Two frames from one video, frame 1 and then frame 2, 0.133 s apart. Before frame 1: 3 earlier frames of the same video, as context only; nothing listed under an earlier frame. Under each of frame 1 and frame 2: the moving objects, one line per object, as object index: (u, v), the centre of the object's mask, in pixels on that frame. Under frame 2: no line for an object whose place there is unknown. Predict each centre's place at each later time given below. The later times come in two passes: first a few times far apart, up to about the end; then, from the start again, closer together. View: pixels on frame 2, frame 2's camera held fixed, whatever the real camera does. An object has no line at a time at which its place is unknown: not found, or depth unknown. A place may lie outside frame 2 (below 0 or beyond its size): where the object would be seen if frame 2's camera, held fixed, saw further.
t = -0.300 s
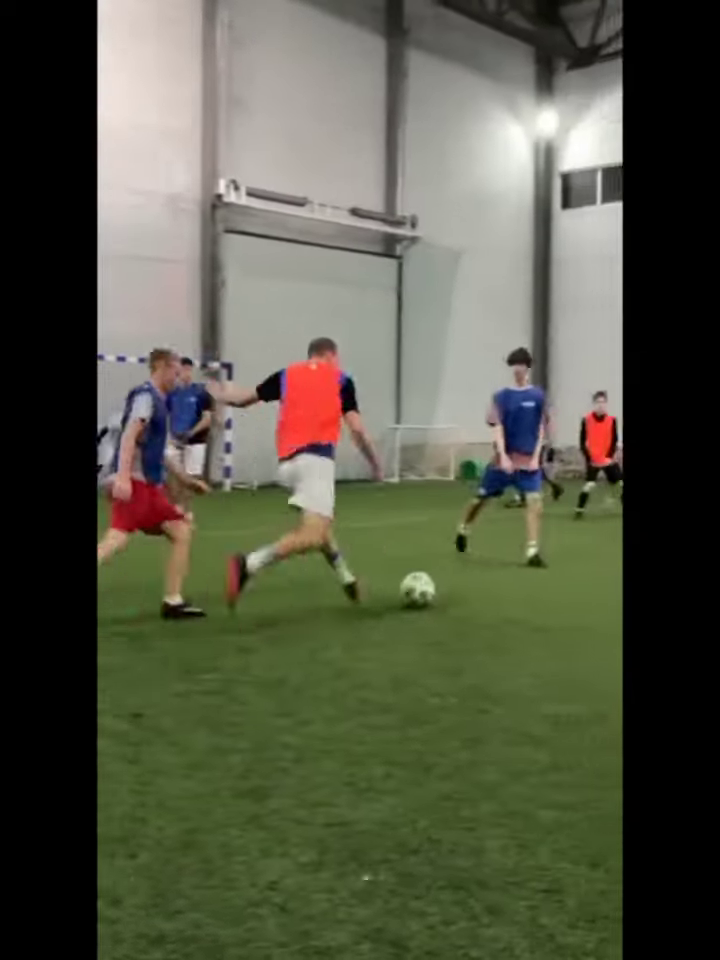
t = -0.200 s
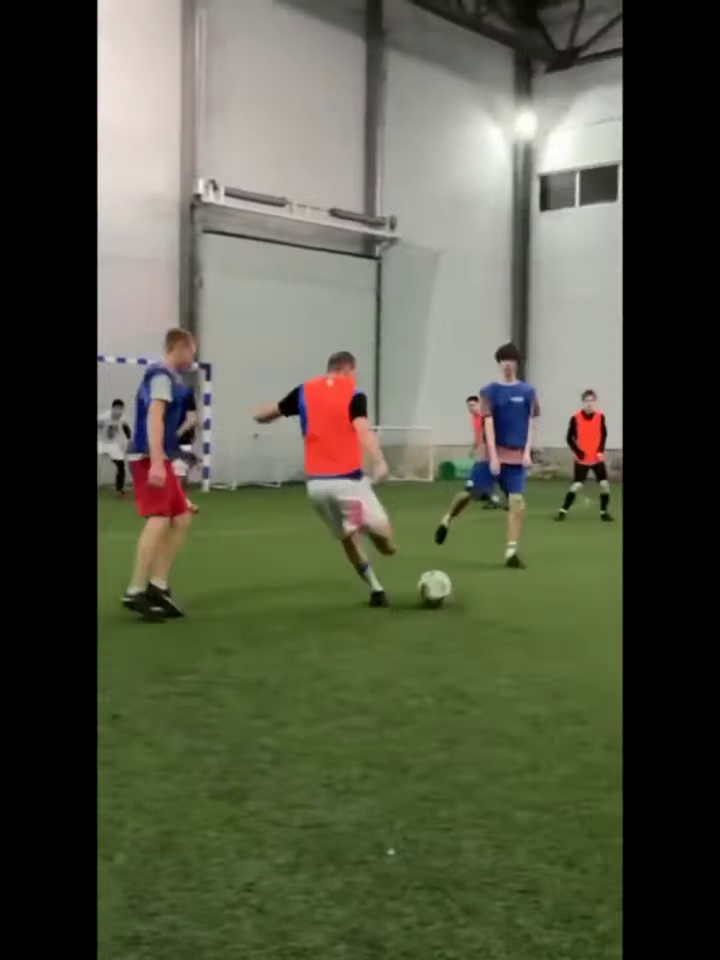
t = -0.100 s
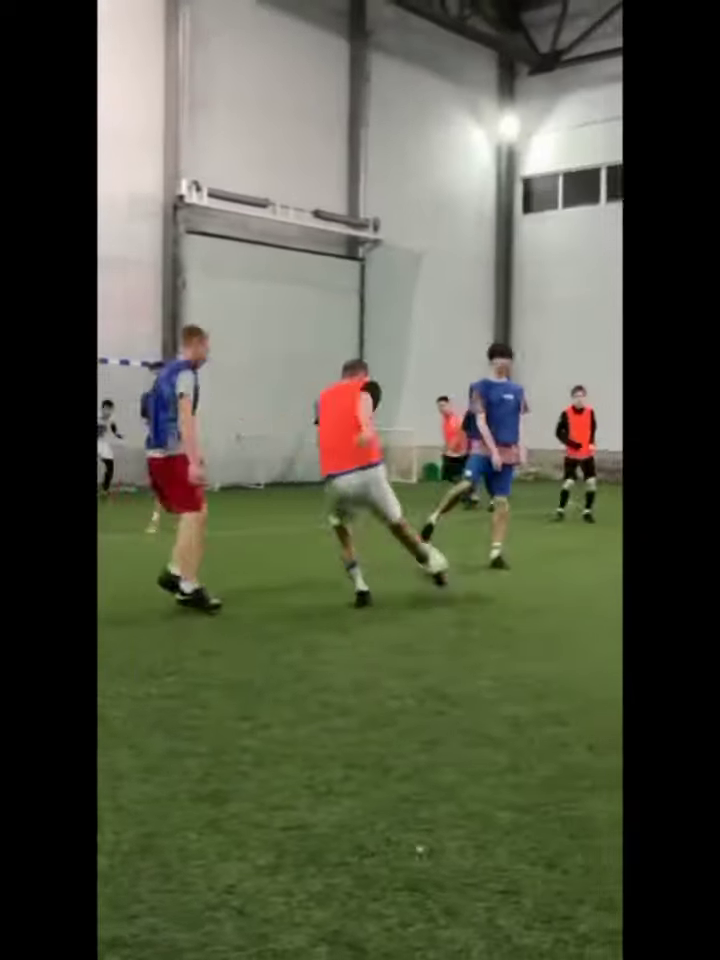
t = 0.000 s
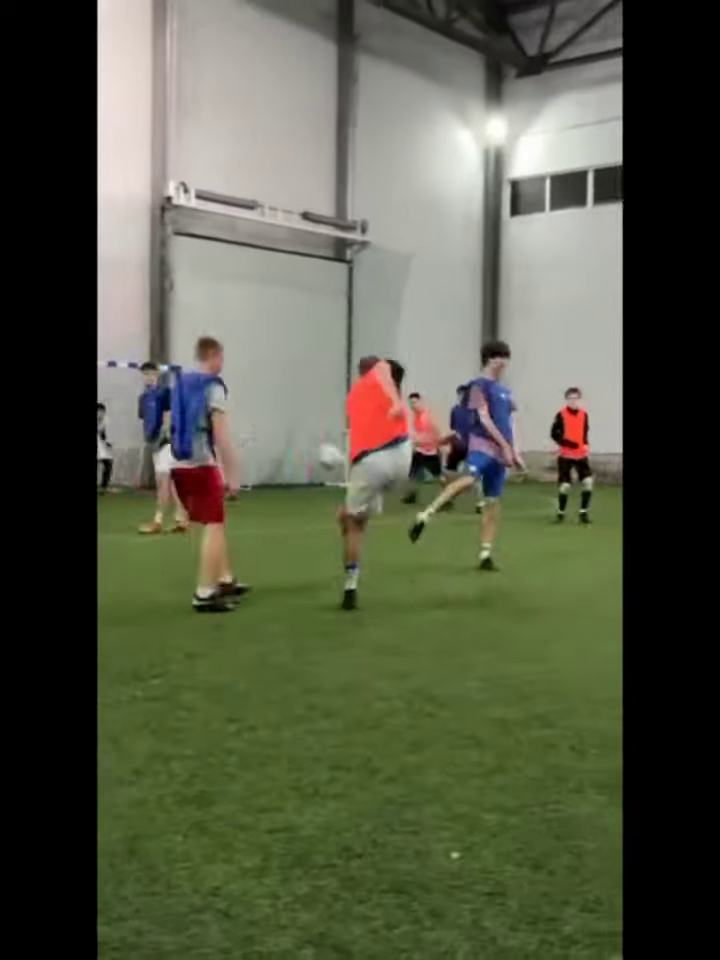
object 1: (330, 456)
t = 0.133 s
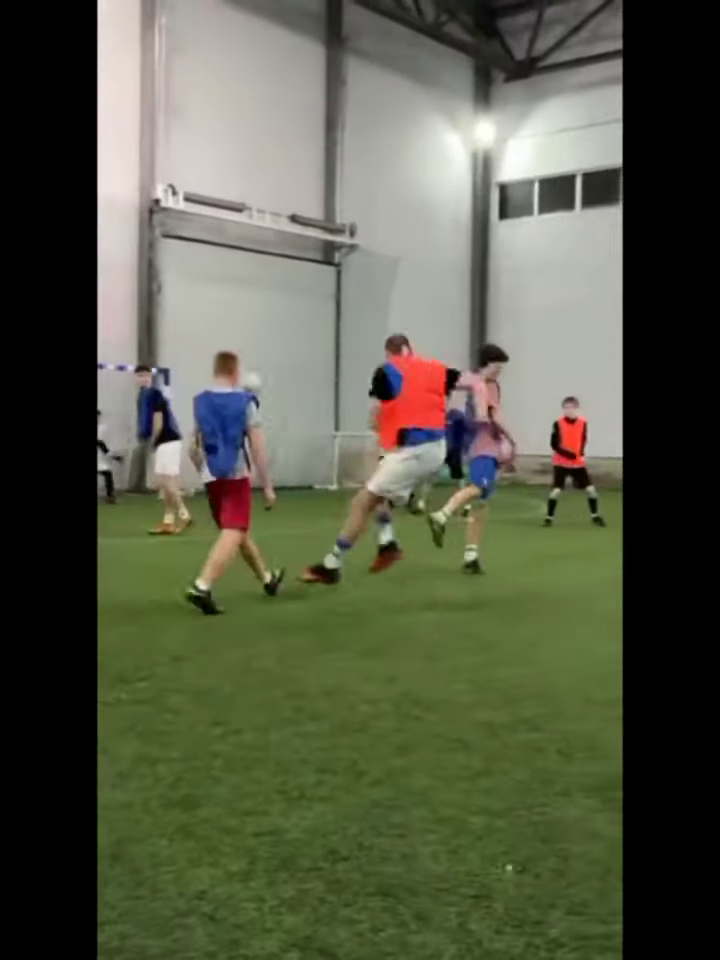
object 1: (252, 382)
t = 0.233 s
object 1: (217, 351)
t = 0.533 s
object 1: (163, 324)
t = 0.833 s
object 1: (258, 344)
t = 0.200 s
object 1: (224, 357)
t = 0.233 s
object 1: (217, 351)
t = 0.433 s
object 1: (168, 326)
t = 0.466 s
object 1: (160, 323)
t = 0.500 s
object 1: (159, 322)
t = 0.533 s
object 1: (163, 324)
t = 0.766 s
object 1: (237, 335)
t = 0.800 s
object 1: (247, 338)
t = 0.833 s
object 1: (258, 344)
